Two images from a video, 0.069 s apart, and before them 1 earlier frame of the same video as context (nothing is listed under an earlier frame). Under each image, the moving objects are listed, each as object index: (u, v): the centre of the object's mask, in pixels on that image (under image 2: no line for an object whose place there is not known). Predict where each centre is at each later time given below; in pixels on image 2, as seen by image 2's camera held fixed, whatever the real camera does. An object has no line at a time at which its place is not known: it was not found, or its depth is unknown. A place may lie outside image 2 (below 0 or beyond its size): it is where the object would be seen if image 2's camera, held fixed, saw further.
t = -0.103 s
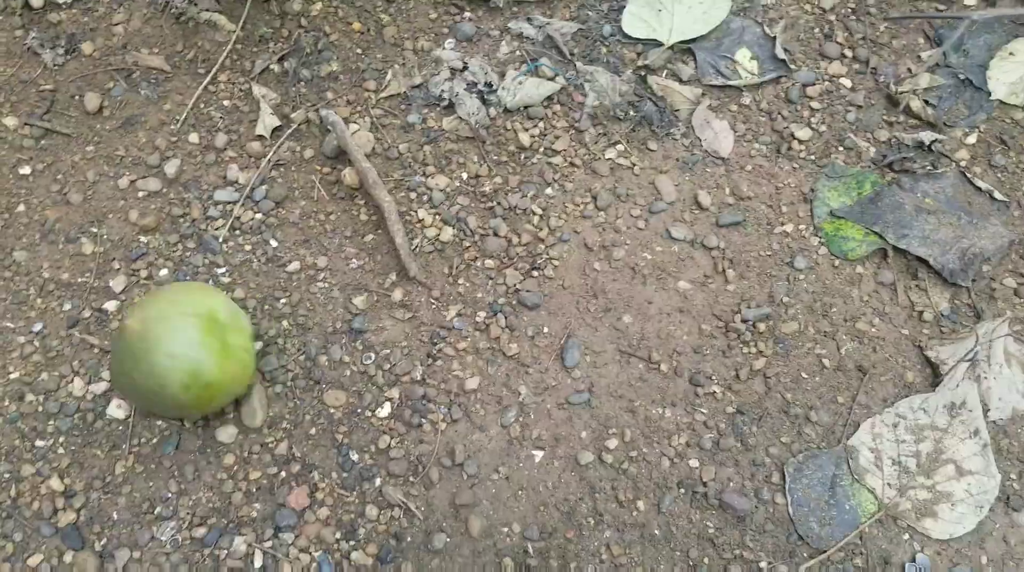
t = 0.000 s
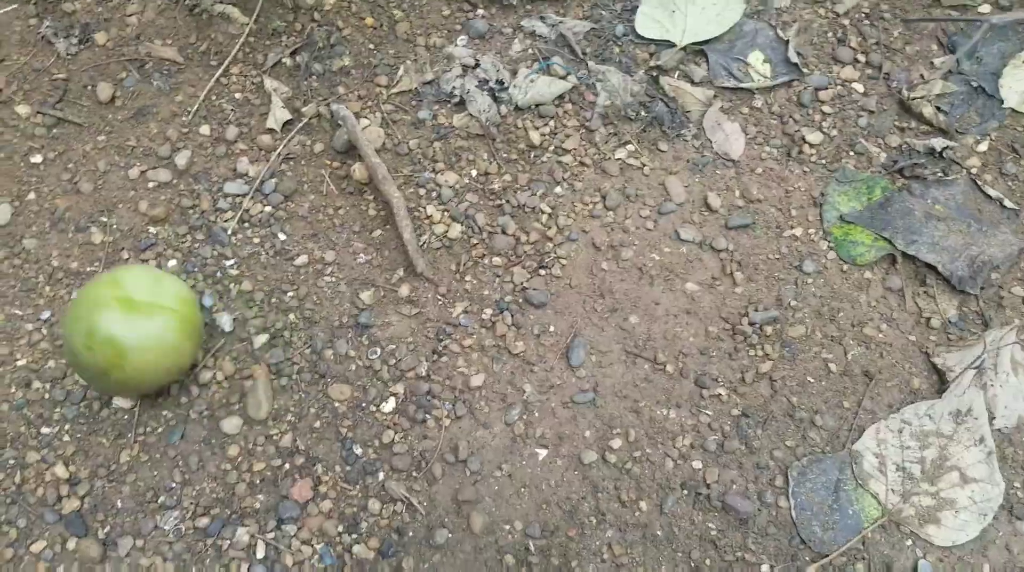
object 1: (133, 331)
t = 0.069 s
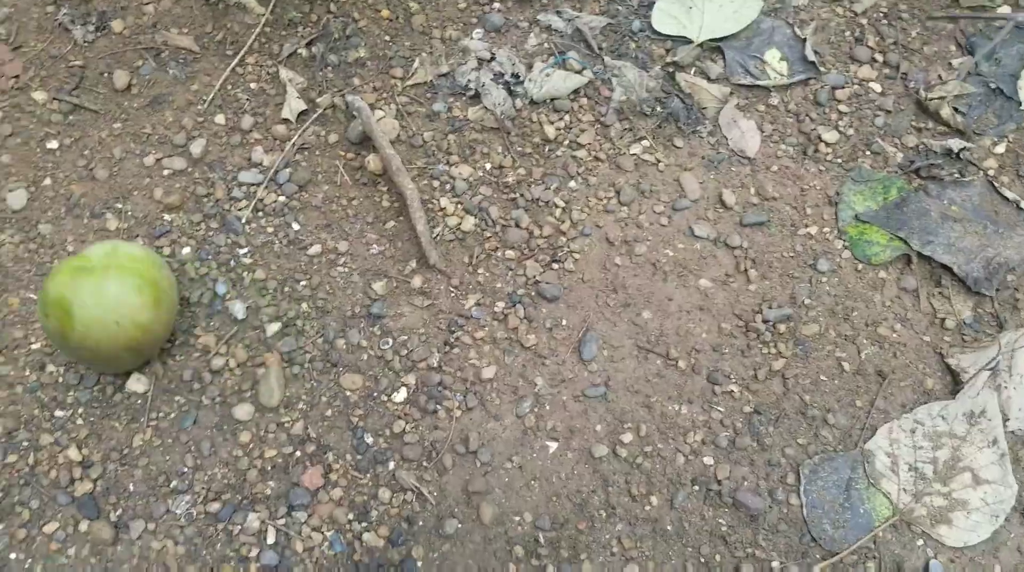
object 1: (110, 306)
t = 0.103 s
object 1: (94, 303)
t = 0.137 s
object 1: (77, 298)
